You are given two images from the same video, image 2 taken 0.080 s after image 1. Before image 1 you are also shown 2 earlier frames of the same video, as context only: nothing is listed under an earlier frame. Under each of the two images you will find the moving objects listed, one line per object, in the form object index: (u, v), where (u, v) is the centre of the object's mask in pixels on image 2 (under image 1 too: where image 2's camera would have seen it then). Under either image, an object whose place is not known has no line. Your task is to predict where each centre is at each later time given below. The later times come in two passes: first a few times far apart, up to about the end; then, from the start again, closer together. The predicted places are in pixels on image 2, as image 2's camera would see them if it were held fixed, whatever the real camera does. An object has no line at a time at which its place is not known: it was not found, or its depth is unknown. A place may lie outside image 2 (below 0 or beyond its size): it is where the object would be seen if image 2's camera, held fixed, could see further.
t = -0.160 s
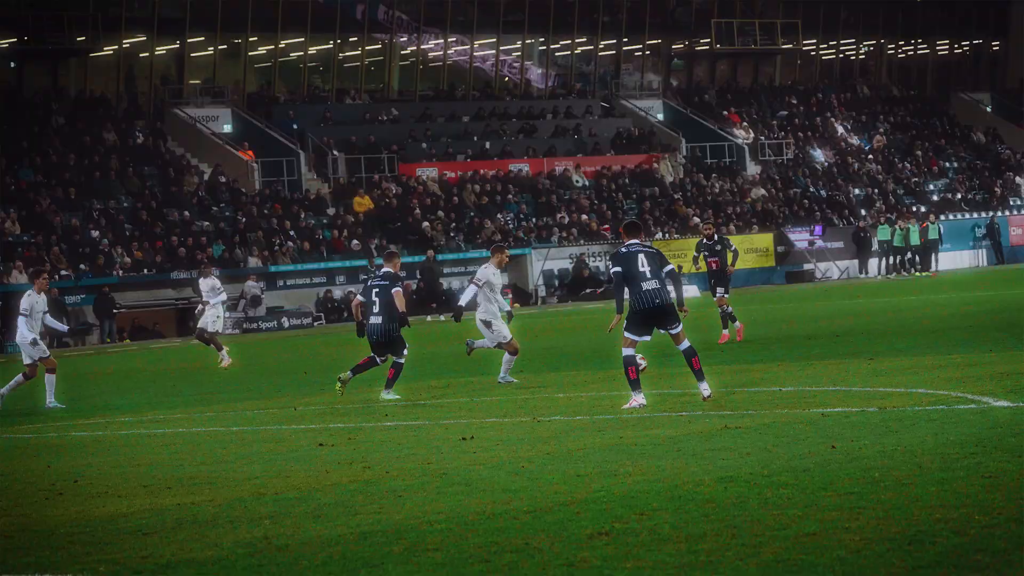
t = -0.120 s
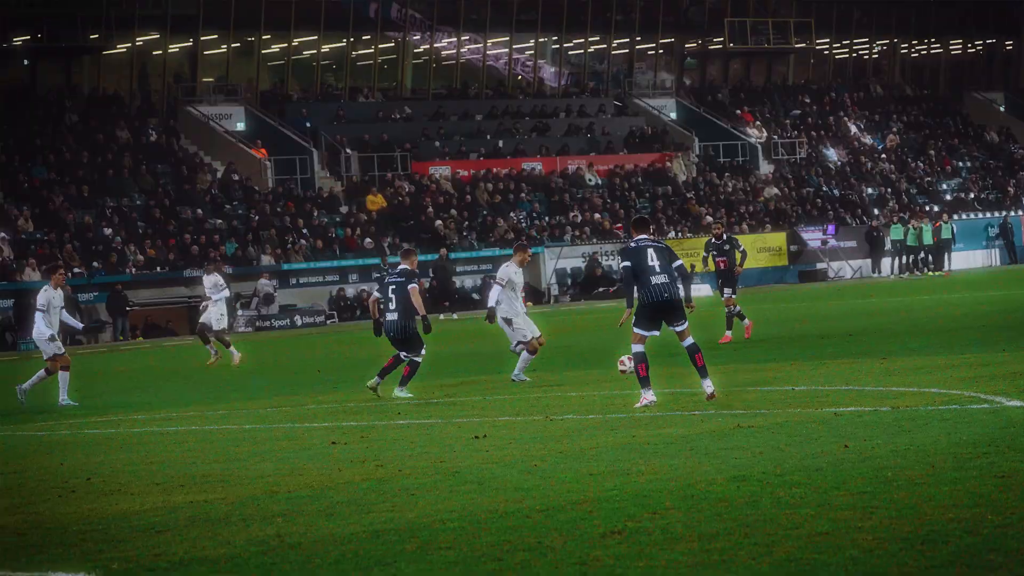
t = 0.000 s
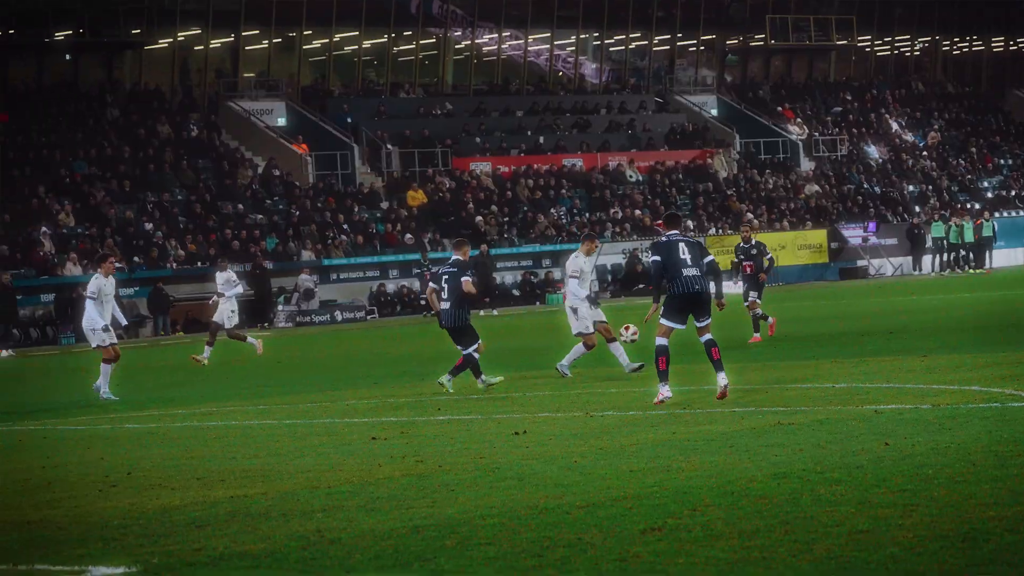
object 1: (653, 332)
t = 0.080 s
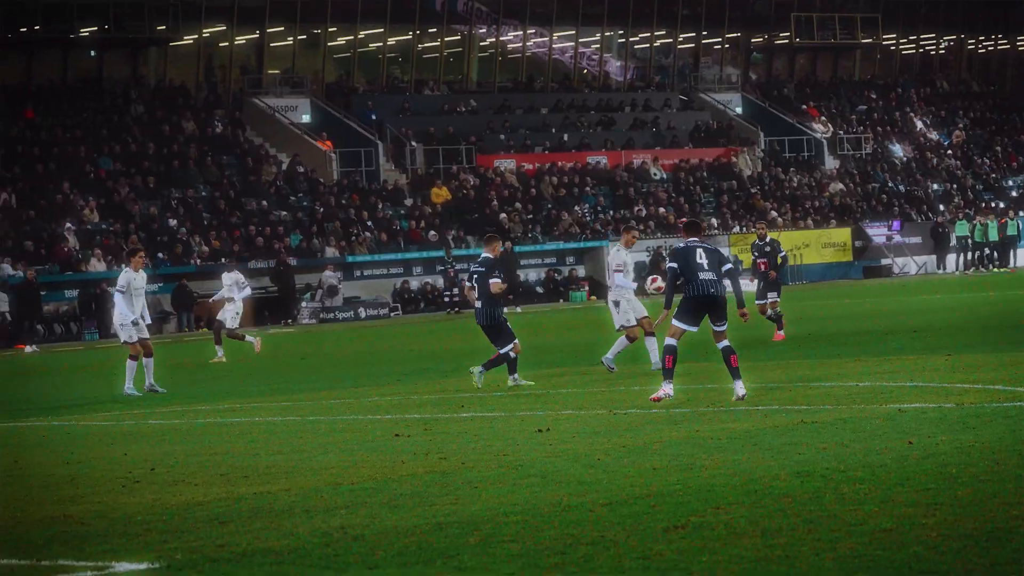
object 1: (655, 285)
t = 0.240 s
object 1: (653, 204)
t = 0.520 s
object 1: (640, 109)
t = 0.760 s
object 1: (615, 85)
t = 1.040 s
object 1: (570, 143)
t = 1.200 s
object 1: (537, 228)
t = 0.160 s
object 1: (654, 243)
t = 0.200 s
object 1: (654, 224)
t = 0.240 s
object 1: (653, 204)
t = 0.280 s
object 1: (652, 187)
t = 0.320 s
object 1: (651, 172)
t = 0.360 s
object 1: (649, 156)
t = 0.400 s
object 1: (648, 142)
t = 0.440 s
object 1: (645, 130)
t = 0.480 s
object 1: (642, 119)
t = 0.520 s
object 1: (640, 109)
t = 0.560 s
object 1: (636, 100)
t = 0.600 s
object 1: (633, 94)
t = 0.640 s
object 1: (629, 89)
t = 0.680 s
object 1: (625, 86)
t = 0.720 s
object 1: (620, 84)
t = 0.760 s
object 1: (615, 85)
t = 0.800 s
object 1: (609, 87)
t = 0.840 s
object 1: (604, 91)
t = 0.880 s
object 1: (598, 97)
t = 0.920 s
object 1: (591, 105)
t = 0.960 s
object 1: (584, 116)
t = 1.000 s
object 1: (577, 128)
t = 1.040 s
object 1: (570, 143)
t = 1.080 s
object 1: (562, 159)
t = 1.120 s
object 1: (554, 180)
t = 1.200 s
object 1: (537, 228)
